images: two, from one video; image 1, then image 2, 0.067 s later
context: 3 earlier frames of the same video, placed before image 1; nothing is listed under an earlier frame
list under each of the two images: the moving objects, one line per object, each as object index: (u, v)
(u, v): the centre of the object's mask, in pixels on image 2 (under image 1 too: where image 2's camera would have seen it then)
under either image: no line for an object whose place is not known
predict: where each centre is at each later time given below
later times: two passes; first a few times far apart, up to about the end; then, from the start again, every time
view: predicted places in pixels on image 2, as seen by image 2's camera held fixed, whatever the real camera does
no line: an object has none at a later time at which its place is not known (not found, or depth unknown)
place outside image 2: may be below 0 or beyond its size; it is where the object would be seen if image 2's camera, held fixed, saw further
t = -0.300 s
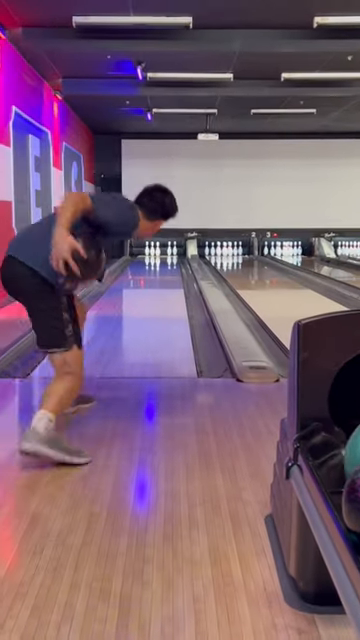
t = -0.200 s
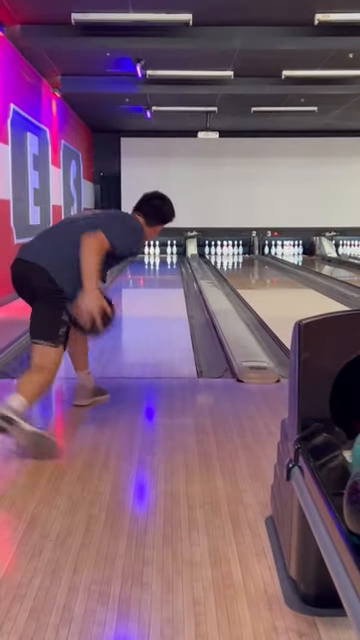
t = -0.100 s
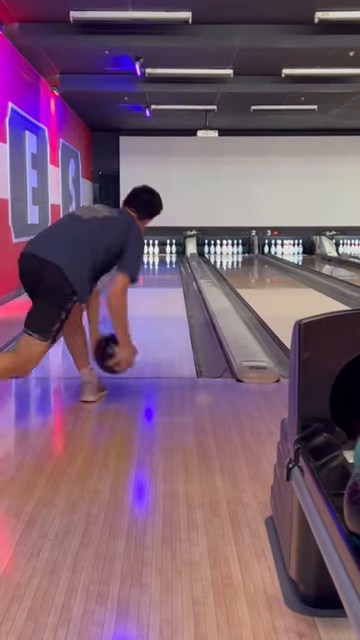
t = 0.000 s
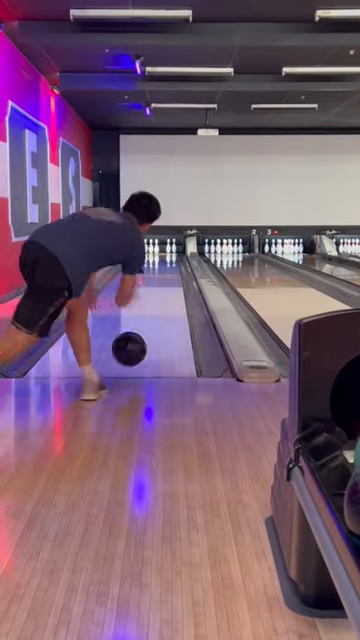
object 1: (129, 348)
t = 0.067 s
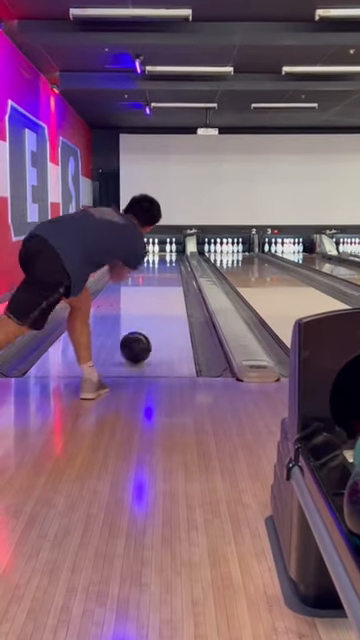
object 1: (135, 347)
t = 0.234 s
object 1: (145, 324)
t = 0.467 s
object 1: (155, 301)
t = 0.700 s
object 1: (159, 287)
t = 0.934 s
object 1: (162, 275)
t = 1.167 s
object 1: (162, 267)
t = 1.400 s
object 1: (163, 260)
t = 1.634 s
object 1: (161, 254)
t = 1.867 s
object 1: (161, 250)
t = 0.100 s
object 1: (138, 341)
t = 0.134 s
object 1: (140, 336)
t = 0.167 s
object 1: (142, 332)
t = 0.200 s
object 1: (143, 328)
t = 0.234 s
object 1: (145, 324)
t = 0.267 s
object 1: (147, 320)
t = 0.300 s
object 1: (148, 317)
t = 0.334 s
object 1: (150, 313)
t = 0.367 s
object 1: (151, 310)
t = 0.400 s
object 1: (153, 307)
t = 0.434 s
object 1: (153, 304)
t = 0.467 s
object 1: (155, 301)
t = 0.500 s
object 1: (155, 299)
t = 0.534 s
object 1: (156, 297)
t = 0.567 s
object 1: (157, 294)
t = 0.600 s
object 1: (157, 292)
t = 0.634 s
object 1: (158, 290)
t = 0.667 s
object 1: (159, 289)
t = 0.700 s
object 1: (159, 287)
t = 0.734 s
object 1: (160, 285)
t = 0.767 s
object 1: (160, 283)
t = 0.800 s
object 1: (160, 281)
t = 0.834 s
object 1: (161, 280)
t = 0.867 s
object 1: (161, 278)
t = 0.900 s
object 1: (162, 277)
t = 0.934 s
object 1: (162, 275)
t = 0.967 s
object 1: (162, 275)
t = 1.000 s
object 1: (163, 273)
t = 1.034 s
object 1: (162, 272)
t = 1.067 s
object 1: (162, 270)
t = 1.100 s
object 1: (162, 269)
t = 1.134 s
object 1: (162, 268)
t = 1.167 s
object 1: (162, 267)
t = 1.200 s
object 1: (162, 265)
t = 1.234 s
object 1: (163, 264)
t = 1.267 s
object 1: (163, 263)
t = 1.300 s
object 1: (162, 262)
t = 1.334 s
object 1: (163, 262)
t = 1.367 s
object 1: (163, 261)
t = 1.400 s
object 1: (163, 260)
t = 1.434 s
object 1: (162, 259)
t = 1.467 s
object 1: (162, 258)
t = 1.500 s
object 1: (162, 257)
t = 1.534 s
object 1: (162, 257)
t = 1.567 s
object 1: (162, 256)
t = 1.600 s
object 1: (162, 255)
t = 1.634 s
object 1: (161, 254)
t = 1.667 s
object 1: (162, 254)
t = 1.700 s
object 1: (161, 253)
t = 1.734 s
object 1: (161, 253)
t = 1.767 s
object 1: (161, 252)
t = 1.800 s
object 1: (161, 251)
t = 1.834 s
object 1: (160, 250)
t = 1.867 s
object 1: (161, 250)
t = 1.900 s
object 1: (160, 249)
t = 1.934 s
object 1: (160, 249)
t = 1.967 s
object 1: (160, 248)
